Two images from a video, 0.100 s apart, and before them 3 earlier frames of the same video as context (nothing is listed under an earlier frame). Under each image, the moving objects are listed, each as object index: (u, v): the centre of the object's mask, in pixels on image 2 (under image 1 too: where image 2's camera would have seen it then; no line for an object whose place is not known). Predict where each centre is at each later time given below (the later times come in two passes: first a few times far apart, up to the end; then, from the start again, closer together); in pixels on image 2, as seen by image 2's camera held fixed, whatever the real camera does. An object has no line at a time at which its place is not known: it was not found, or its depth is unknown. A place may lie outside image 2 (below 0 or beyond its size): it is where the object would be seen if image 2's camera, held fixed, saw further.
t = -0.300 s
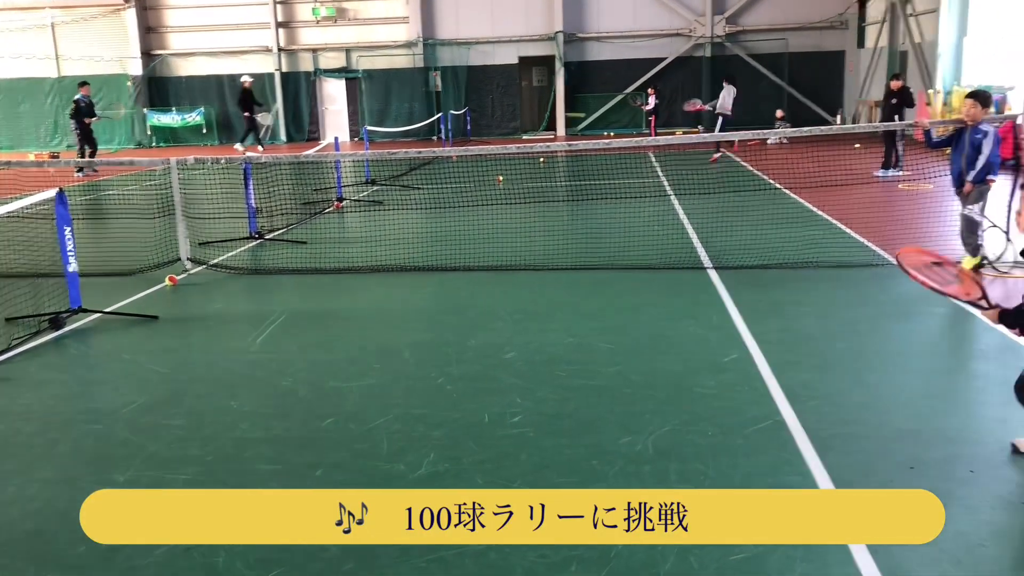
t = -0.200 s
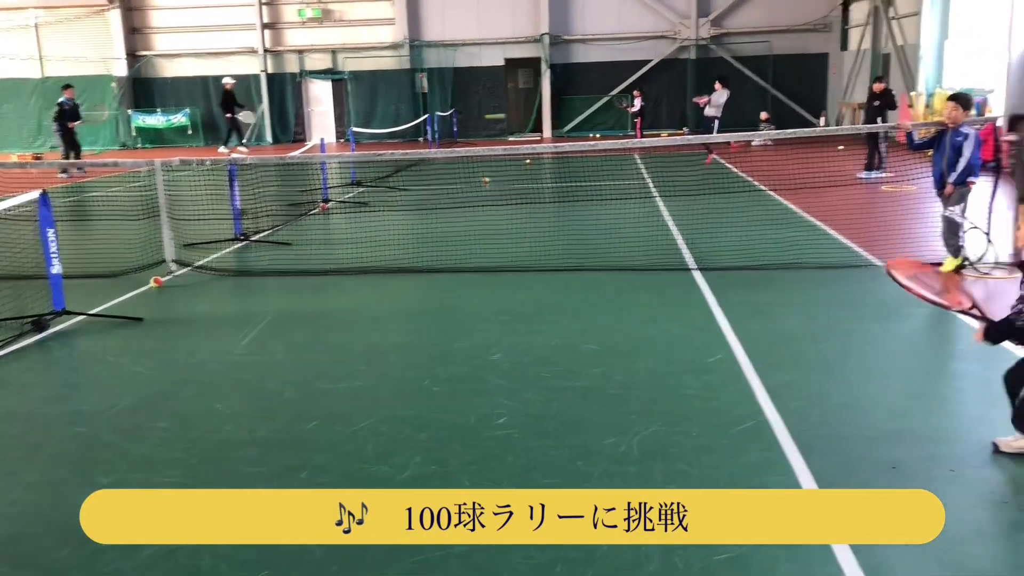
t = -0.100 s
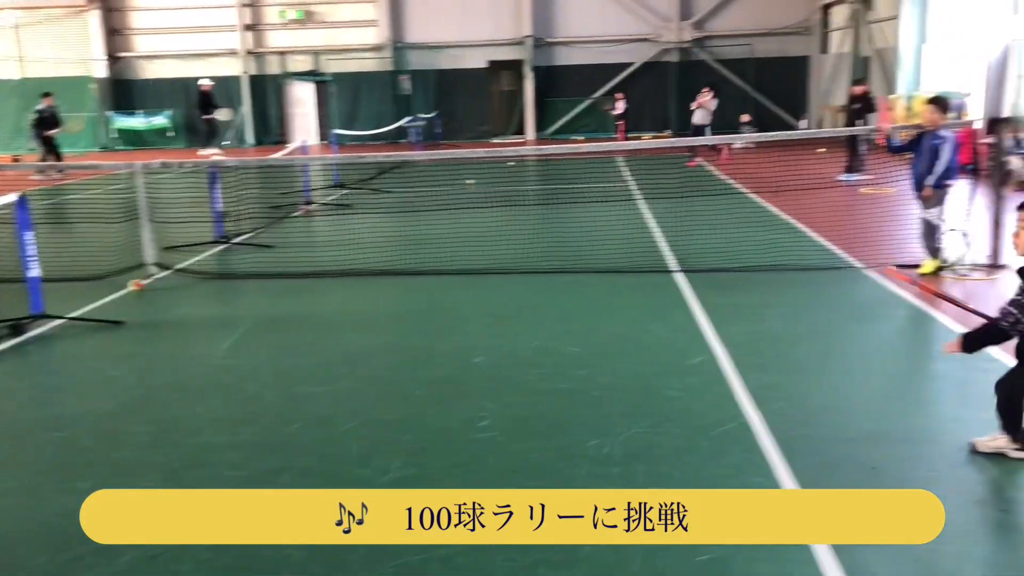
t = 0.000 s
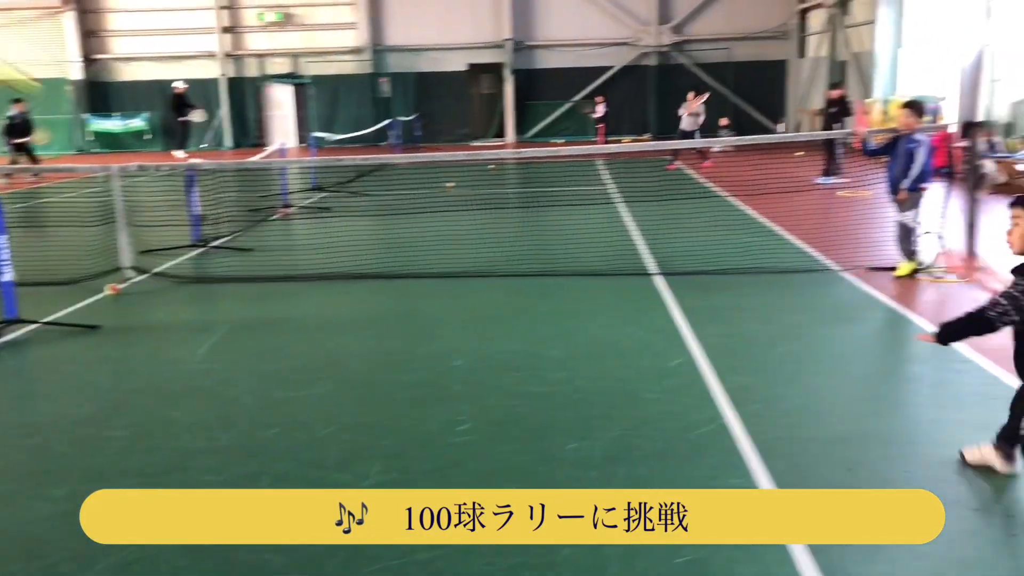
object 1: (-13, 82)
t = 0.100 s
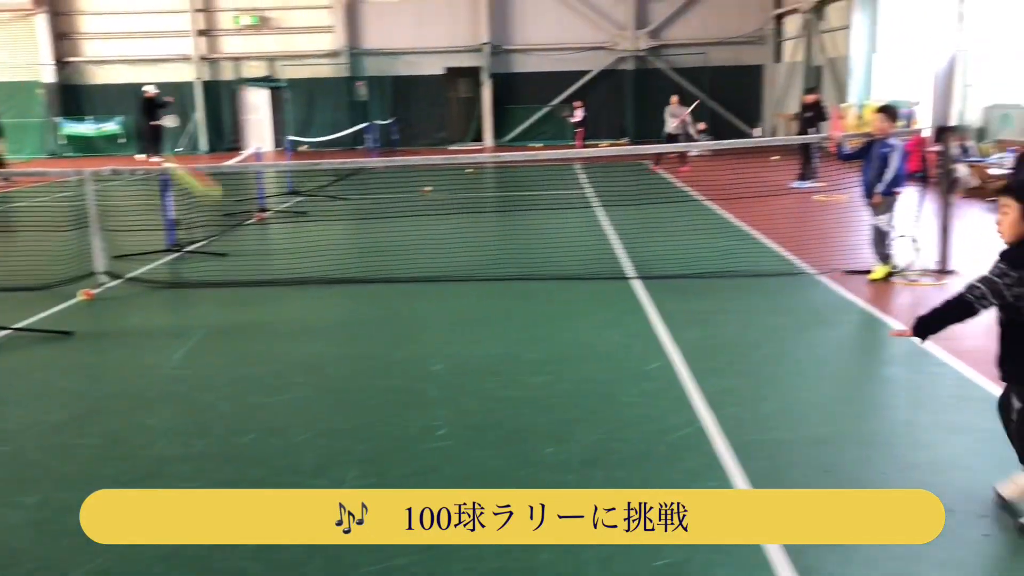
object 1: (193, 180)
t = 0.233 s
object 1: (450, 342)
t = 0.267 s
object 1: (509, 386)
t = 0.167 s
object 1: (327, 255)
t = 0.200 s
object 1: (390, 299)
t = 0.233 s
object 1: (450, 342)
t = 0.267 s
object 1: (509, 386)
